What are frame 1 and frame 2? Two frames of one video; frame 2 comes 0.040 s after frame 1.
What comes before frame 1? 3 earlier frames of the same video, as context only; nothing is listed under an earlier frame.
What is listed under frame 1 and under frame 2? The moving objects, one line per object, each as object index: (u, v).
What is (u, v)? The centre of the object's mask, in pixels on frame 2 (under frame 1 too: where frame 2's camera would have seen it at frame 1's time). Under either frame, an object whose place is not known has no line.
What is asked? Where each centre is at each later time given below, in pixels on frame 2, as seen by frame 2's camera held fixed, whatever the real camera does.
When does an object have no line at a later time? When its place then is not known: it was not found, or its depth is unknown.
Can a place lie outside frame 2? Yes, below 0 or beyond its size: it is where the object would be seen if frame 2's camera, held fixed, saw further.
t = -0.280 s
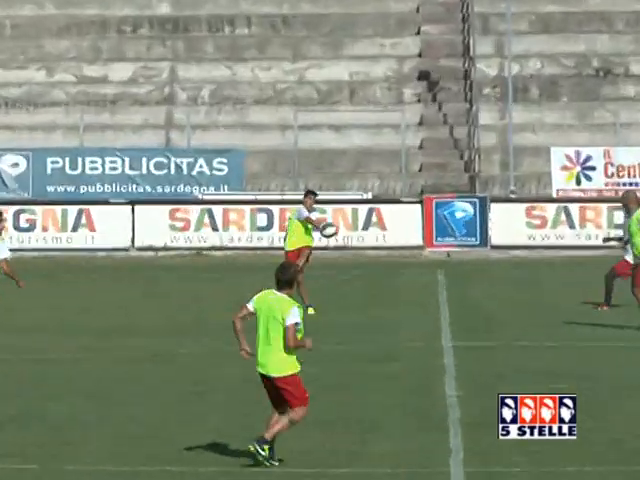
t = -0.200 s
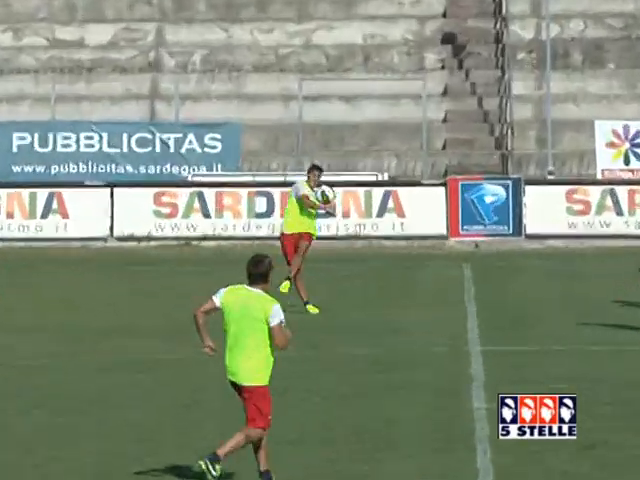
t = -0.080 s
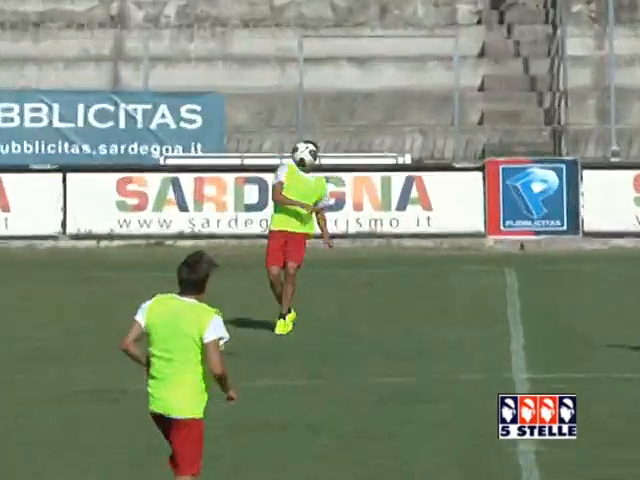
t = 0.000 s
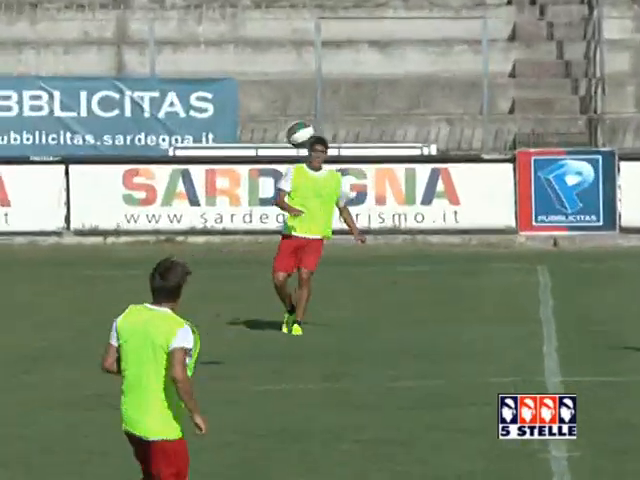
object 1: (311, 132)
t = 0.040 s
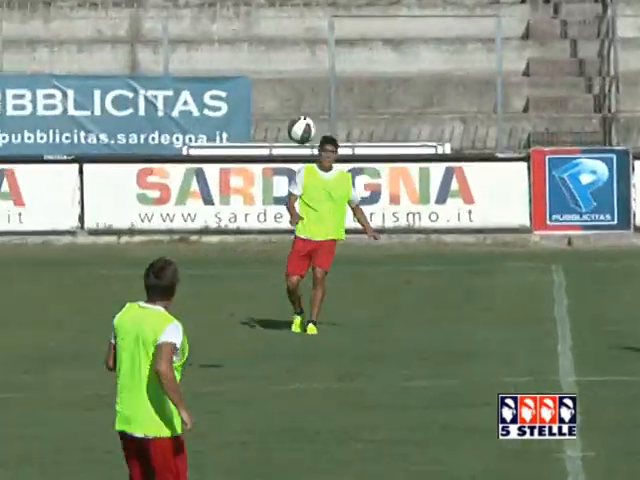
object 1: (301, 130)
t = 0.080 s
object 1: (289, 129)
